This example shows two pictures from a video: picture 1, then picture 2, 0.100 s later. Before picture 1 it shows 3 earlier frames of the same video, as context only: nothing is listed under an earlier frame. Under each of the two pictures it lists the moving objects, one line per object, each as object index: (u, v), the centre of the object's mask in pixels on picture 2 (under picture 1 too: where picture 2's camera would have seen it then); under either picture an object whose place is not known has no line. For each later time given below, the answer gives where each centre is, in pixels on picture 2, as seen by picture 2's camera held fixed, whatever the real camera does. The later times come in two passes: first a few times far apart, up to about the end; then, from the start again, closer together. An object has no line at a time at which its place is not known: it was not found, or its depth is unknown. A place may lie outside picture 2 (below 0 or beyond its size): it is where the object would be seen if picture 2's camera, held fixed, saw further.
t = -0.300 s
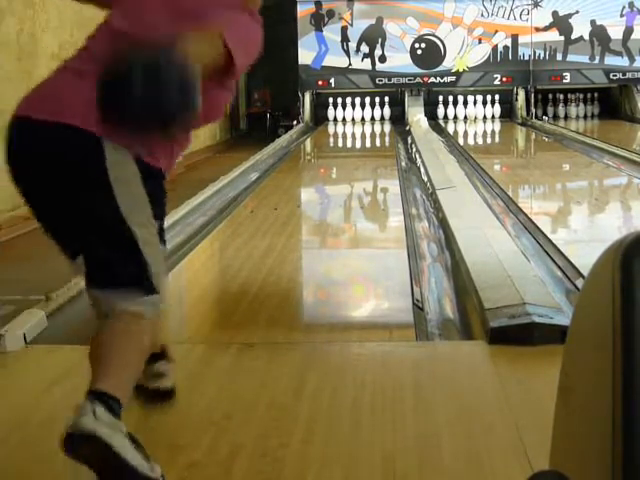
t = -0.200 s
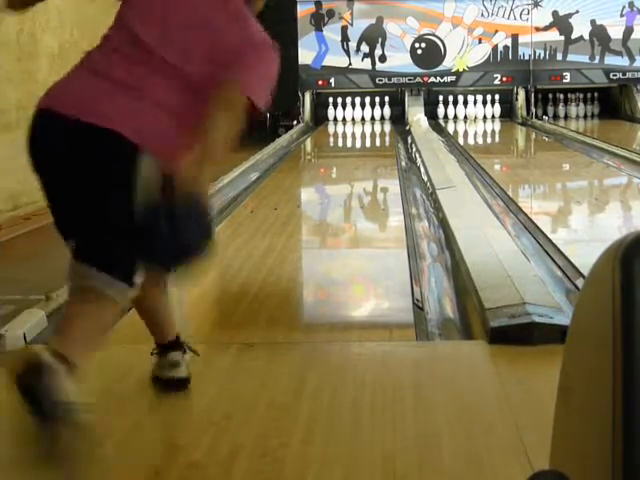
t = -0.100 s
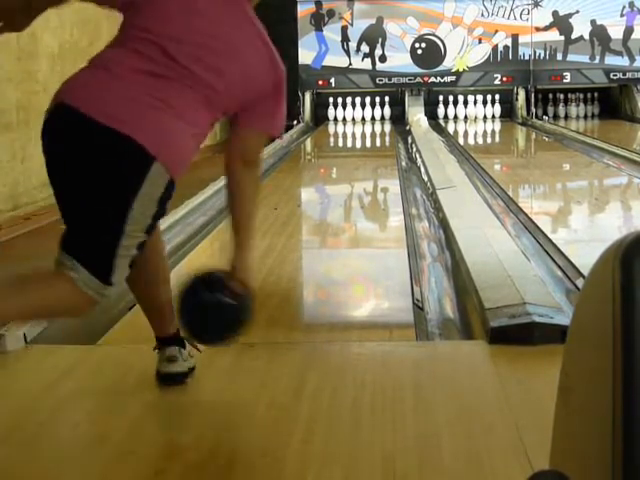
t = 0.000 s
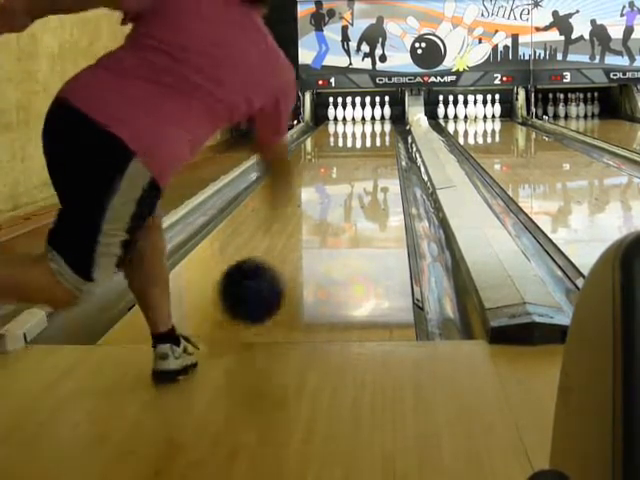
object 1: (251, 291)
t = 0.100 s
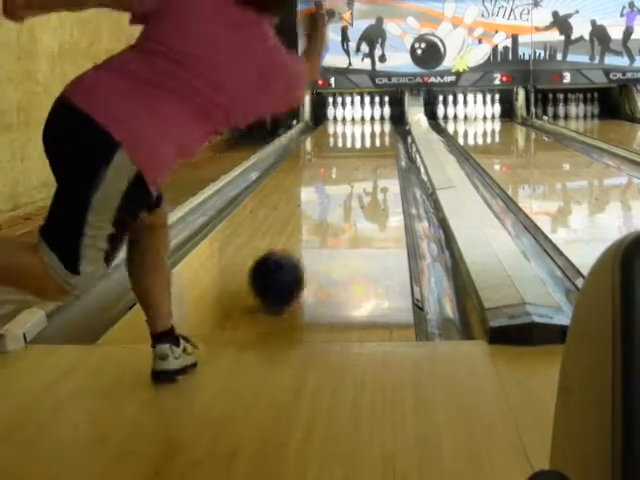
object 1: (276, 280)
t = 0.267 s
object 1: (306, 240)
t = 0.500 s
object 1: (330, 205)
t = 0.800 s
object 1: (349, 176)
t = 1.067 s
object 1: (359, 160)
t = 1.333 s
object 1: (365, 148)
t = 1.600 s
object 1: (369, 138)
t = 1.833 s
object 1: (370, 132)
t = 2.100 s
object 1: (370, 126)
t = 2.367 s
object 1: (368, 121)
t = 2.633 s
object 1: (364, 117)
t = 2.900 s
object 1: (359, 115)
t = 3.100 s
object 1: (351, 114)
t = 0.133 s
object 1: (283, 270)
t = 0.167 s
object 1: (290, 262)
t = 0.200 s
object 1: (295, 254)
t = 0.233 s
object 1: (301, 247)
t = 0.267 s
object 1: (306, 240)
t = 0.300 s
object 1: (310, 234)
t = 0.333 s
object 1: (314, 229)
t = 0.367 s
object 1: (318, 223)
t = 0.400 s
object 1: (322, 218)
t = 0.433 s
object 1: (325, 213)
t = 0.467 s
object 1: (328, 209)
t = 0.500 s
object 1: (330, 205)
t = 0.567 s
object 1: (336, 197)
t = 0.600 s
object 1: (338, 193)
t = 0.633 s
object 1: (340, 190)
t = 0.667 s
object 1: (342, 187)
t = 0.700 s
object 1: (344, 184)
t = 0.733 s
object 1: (346, 181)
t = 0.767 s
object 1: (348, 178)
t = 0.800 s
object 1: (349, 176)
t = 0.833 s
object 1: (351, 174)
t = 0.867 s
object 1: (353, 171)
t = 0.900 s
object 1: (354, 169)
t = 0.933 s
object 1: (355, 167)
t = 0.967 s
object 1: (356, 165)
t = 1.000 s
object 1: (357, 163)
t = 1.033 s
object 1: (358, 162)
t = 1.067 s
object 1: (359, 160)
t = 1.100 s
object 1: (360, 158)
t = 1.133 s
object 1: (361, 156)
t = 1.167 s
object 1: (362, 154)
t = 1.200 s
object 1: (363, 153)
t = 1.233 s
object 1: (364, 151)
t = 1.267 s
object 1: (364, 150)
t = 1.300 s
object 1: (365, 149)
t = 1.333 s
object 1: (365, 148)
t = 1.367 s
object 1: (366, 146)
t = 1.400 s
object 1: (366, 146)
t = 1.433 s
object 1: (367, 145)
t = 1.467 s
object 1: (368, 143)
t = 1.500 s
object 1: (368, 142)
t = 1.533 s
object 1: (369, 141)
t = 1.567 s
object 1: (369, 140)
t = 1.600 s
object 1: (369, 138)
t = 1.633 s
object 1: (369, 137)
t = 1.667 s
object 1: (369, 137)
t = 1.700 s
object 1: (370, 135)
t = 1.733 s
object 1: (370, 135)
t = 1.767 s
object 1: (370, 134)
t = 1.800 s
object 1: (370, 133)
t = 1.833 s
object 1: (370, 132)
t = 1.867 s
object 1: (370, 131)
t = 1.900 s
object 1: (371, 130)
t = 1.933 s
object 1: (371, 129)
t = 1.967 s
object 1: (370, 129)
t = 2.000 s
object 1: (371, 128)
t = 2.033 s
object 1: (370, 128)
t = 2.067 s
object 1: (370, 127)
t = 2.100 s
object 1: (370, 126)
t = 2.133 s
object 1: (370, 125)
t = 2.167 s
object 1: (370, 124)
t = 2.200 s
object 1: (369, 124)
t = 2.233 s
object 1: (369, 123)
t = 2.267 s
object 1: (369, 122)
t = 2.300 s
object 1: (369, 122)
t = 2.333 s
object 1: (368, 121)
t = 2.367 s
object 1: (368, 121)
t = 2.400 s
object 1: (368, 121)
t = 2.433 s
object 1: (367, 120)
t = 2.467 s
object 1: (367, 120)
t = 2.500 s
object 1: (366, 119)
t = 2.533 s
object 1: (365, 118)
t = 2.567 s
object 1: (365, 118)
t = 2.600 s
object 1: (365, 118)
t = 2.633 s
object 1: (364, 117)
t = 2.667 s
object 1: (363, 117)
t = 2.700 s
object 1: (362, 117)
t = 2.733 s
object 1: (362, 116)
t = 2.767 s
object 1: (361, 116)
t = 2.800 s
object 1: (360, 116)
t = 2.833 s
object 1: (360, 116)
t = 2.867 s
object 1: (359, 115)
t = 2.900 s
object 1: (359, 115)
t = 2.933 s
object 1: (358, 115)
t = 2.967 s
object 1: (357, 115)
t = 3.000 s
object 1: (356, 115)
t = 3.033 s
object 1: (355, 114)
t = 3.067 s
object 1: (353, 115)
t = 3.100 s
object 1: (351, 114)
